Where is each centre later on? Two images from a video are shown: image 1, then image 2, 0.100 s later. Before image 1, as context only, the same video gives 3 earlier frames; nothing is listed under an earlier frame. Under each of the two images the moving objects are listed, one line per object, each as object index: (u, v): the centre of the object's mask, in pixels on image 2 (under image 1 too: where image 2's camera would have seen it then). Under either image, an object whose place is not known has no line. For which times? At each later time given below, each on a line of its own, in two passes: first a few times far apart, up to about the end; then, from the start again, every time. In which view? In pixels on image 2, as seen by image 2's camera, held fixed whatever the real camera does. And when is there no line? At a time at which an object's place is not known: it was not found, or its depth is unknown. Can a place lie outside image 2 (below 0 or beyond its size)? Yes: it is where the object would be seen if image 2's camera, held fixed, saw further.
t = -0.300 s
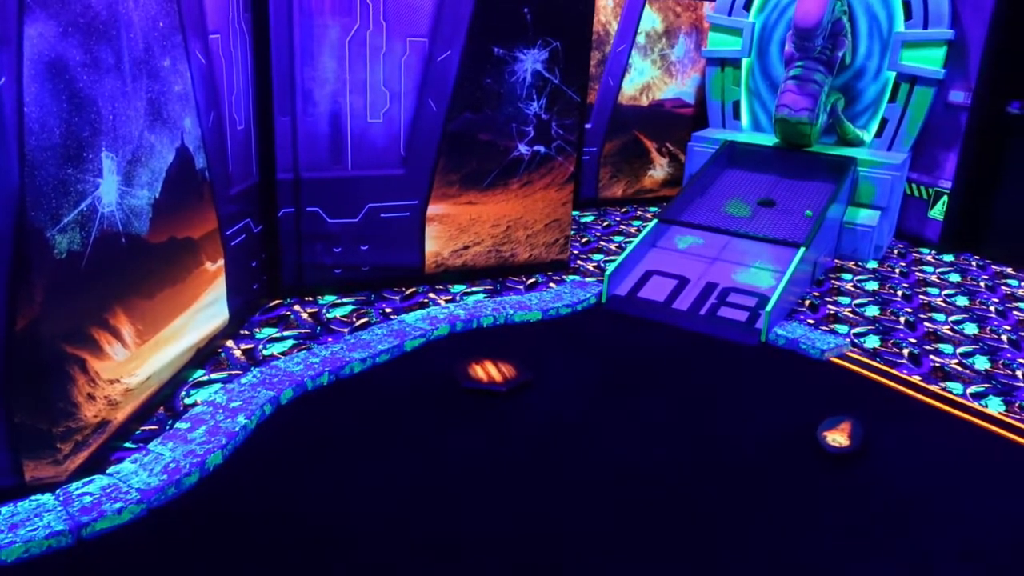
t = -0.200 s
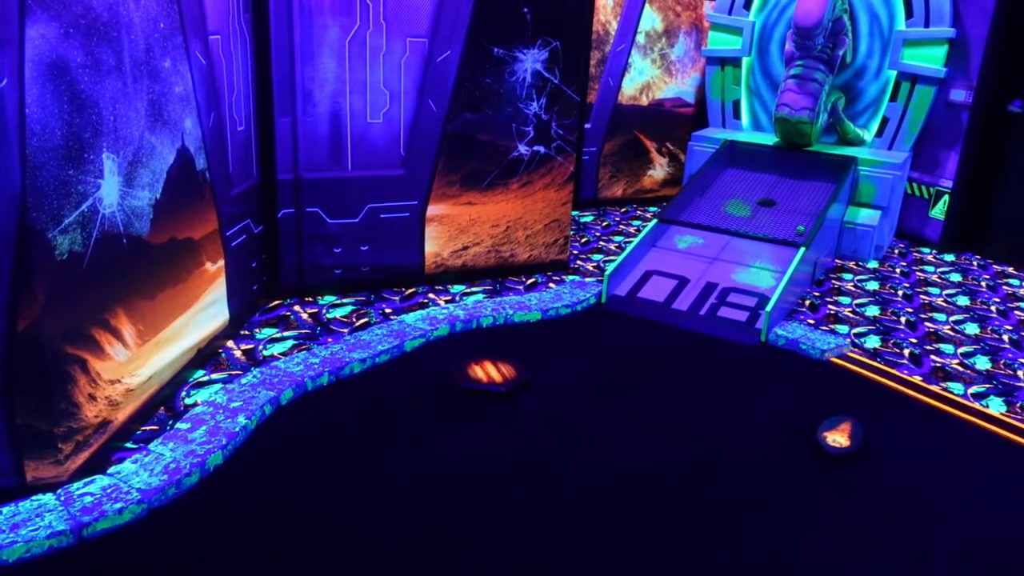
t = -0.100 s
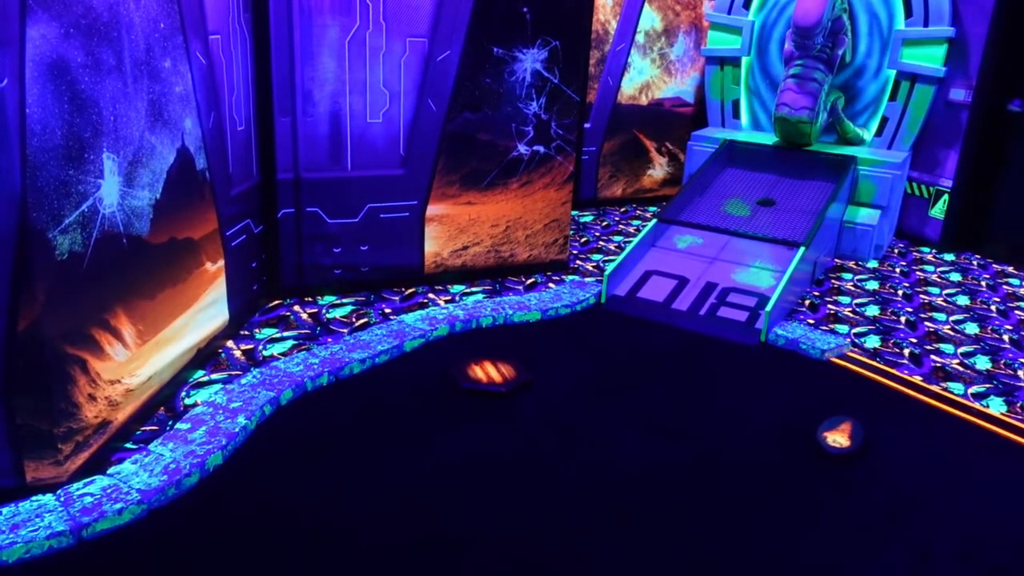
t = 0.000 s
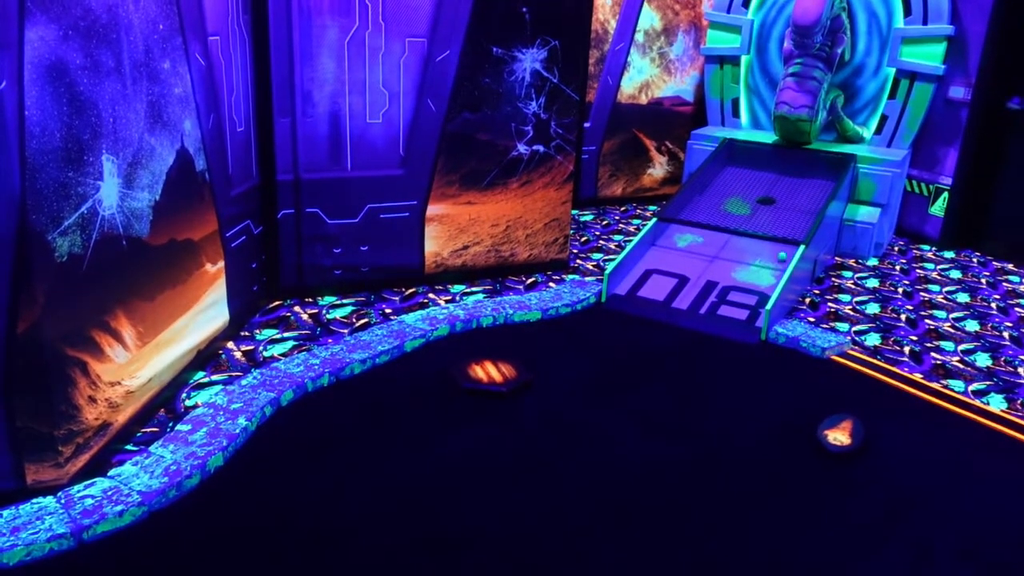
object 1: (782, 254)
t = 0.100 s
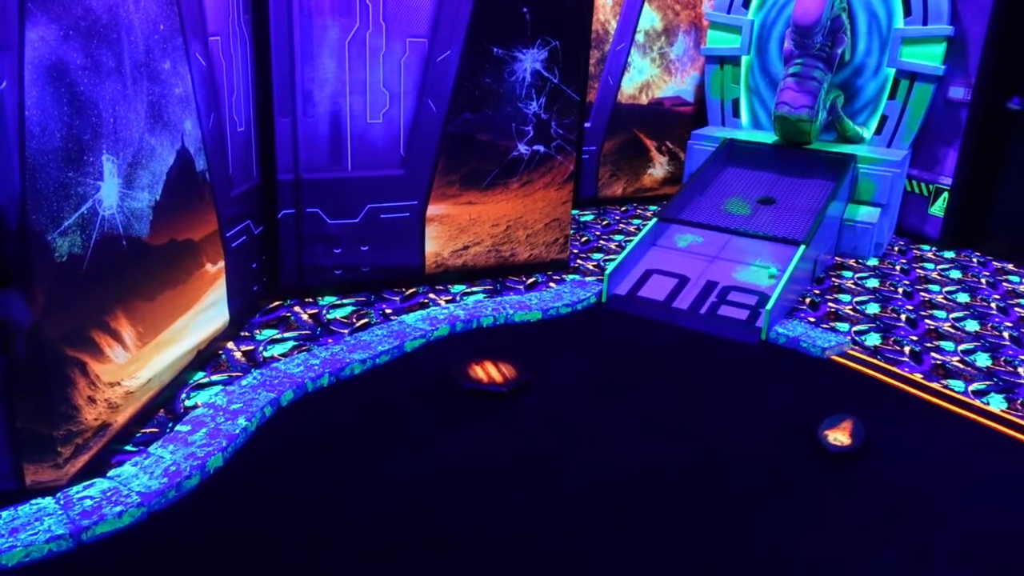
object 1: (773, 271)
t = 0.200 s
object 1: (761, 288)
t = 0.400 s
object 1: (733, 331)
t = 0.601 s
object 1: (703, 364)
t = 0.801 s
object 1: (670, 402)
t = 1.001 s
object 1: (631, 447)
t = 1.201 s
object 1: (584, 498)
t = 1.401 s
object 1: (526, 559)
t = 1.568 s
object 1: (471, 619)
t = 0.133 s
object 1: (769, 278)
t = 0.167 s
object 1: (764, 283)
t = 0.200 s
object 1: (761, 288)
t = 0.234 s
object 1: (757, 296)
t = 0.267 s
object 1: (752, 302)
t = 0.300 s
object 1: (747, 310)
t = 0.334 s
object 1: (742, 317)
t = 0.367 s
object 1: (737, 324)
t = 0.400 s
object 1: (733, 331)
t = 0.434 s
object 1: (728, 336)
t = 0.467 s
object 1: (723, 340)
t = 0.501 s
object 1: (718, 346)
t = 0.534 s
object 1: (713, 353)
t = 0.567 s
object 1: (708, 357)
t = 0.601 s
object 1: (703, 364)
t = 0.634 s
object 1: (698, 369)
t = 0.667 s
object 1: (692, 377)
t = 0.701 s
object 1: (687, 382)
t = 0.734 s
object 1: (682, 389)
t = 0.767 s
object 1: (676, 395)
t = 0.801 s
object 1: (670, 402)
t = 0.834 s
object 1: (664, 409)
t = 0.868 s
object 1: (658, 416)
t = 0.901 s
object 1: (652, 424)
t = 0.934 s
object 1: (645, 431)
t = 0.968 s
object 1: (638, 439)
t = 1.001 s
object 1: (631, 447)
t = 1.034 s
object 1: (624, 455)
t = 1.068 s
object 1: (616, 463)
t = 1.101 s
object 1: (608, 472)
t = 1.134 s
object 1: (601, 481)
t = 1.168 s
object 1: (592, 489)
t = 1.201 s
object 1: (584, 498)
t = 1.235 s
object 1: (574, 508)
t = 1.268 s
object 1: (566, 517)
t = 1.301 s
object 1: (556, 527)
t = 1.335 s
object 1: (546, 537)
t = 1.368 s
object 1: (536, 547)
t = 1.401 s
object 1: (526, 559)
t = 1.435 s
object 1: (515, 570)
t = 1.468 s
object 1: (505, 582)
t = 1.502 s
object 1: (494, 595)
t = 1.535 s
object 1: (483, 608)
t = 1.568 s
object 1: (471, 619)
